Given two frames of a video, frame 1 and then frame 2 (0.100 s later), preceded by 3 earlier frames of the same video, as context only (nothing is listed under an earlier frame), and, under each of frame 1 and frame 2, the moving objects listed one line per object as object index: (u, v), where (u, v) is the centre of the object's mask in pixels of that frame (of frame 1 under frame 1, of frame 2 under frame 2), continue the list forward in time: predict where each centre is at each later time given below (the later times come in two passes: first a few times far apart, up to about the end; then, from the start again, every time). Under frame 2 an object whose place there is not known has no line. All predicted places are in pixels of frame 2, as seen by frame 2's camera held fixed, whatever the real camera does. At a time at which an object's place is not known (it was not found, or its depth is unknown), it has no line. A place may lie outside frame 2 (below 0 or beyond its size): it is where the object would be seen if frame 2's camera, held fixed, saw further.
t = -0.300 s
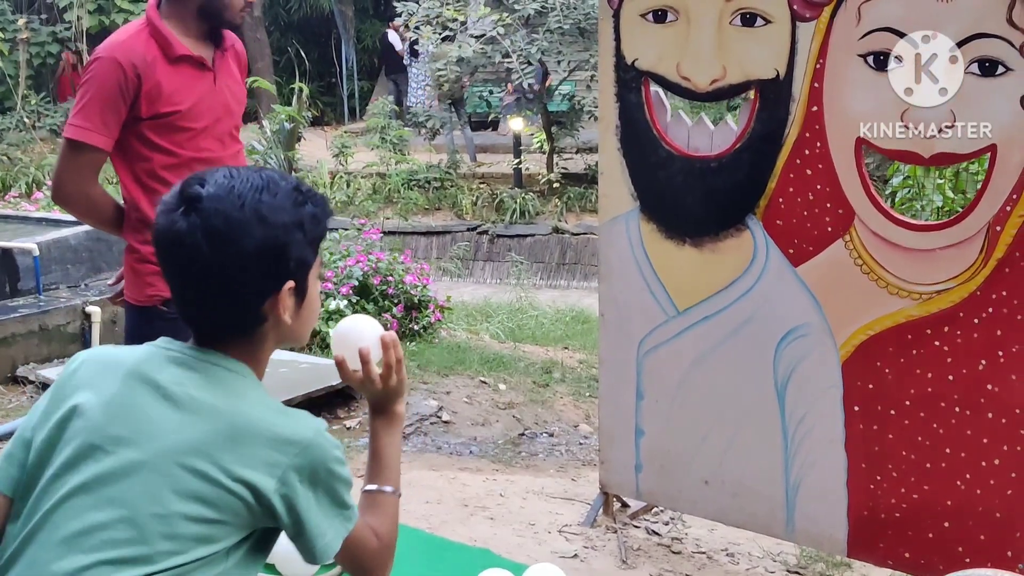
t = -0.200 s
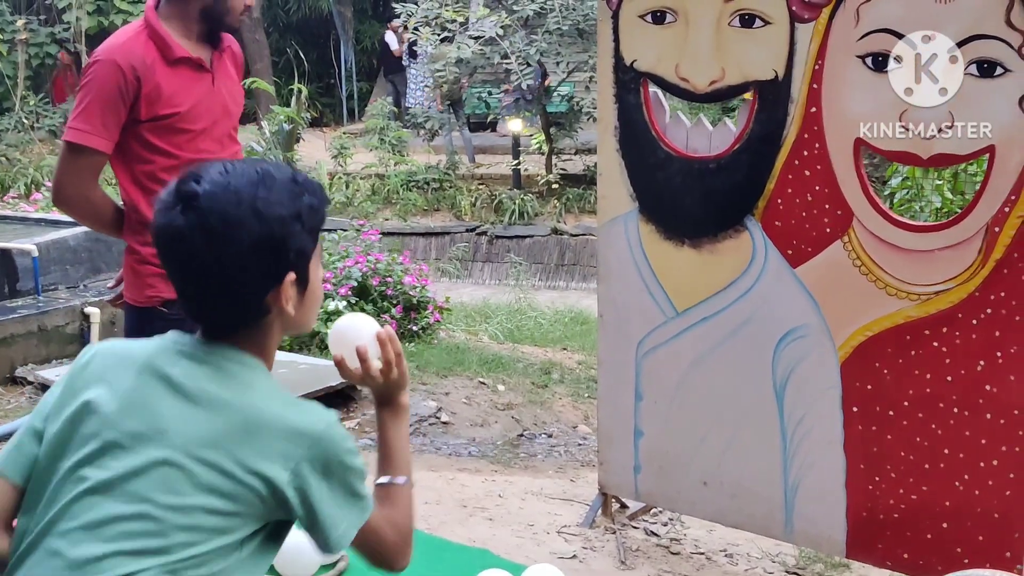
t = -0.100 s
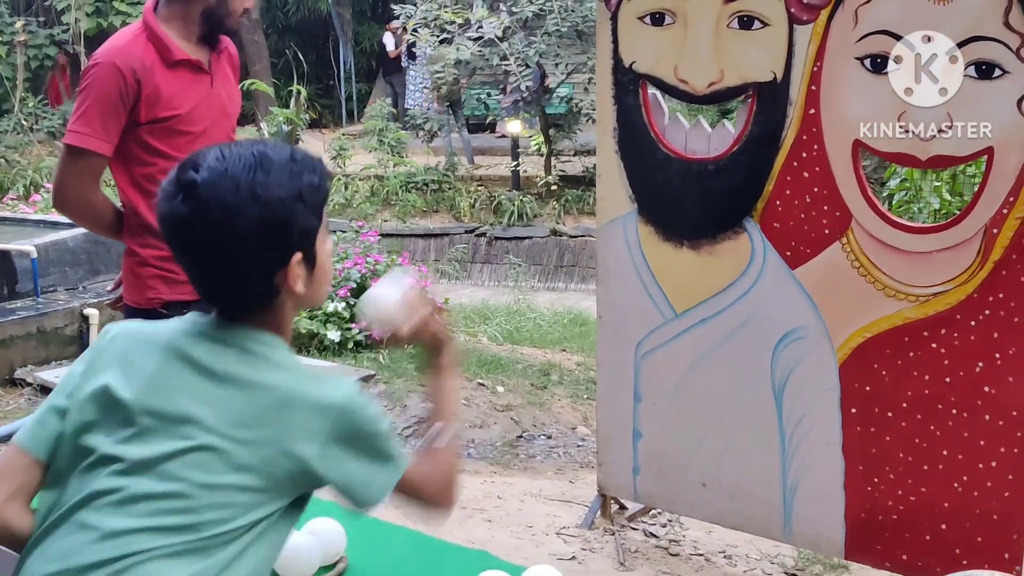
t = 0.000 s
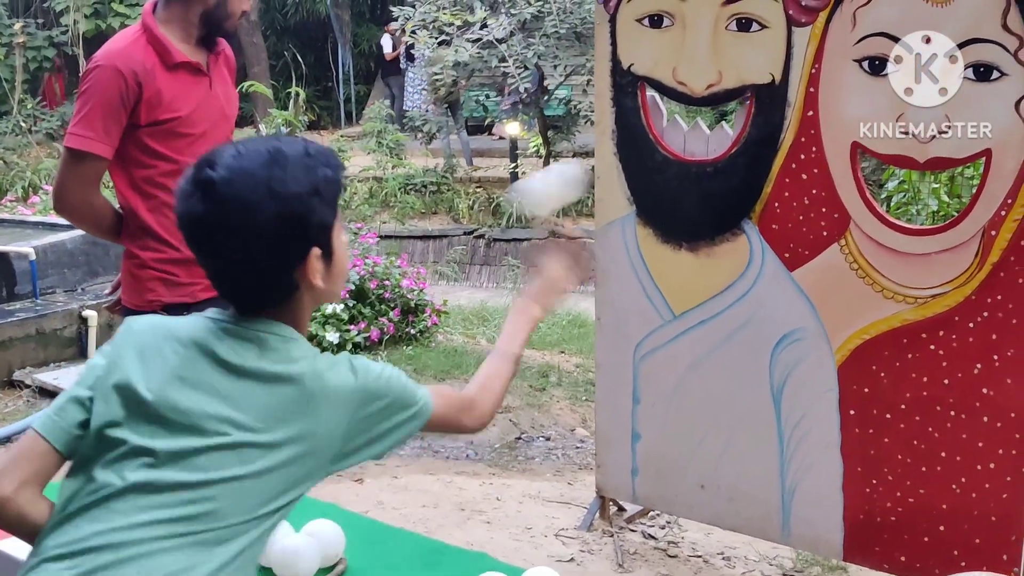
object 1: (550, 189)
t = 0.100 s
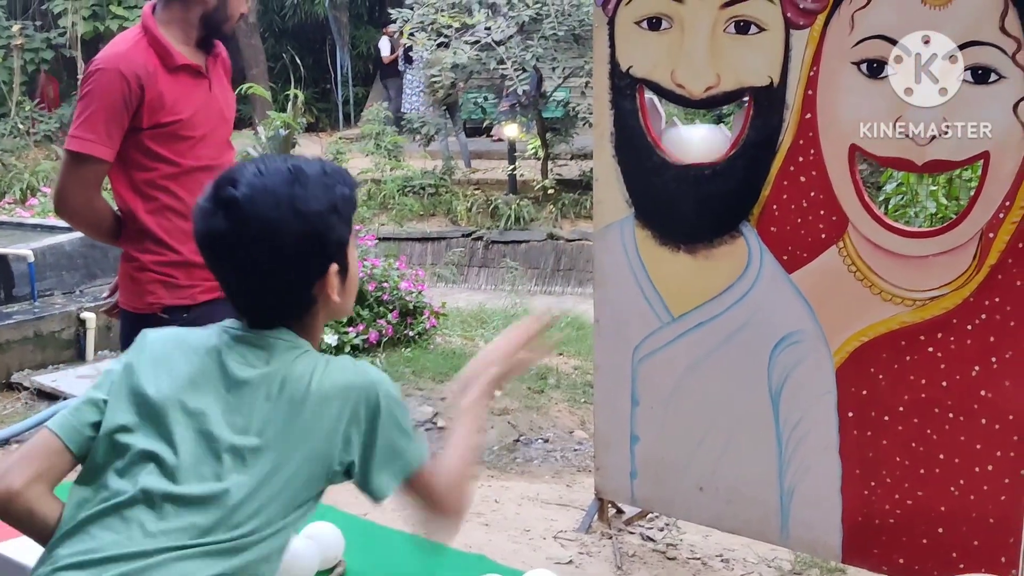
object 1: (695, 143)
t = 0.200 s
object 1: (806, 155)
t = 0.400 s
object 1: (896, 186)
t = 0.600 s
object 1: (877, 211)
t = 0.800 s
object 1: (843, 509)
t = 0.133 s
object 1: (737, 142)
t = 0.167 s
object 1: (772, 146)
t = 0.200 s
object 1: (806, 155)
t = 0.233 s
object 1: (835, 168)
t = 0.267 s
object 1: (862, 185)
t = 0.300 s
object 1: (887, 206)
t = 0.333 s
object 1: (901, 215)
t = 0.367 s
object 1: (899, 198)
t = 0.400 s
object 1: (896, 186)
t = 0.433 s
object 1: (894, 177)
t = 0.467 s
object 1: (891, 173)
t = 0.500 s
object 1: (888, 173)
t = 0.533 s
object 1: (885, 179)
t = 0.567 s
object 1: (882, 191)
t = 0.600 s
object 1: (877, 211)
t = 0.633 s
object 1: (873, 237)
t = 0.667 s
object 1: (867, 271)
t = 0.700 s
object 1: (862, 314)
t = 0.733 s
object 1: (856, 368)
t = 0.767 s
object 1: (851, 431)
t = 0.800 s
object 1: (843, 509)
